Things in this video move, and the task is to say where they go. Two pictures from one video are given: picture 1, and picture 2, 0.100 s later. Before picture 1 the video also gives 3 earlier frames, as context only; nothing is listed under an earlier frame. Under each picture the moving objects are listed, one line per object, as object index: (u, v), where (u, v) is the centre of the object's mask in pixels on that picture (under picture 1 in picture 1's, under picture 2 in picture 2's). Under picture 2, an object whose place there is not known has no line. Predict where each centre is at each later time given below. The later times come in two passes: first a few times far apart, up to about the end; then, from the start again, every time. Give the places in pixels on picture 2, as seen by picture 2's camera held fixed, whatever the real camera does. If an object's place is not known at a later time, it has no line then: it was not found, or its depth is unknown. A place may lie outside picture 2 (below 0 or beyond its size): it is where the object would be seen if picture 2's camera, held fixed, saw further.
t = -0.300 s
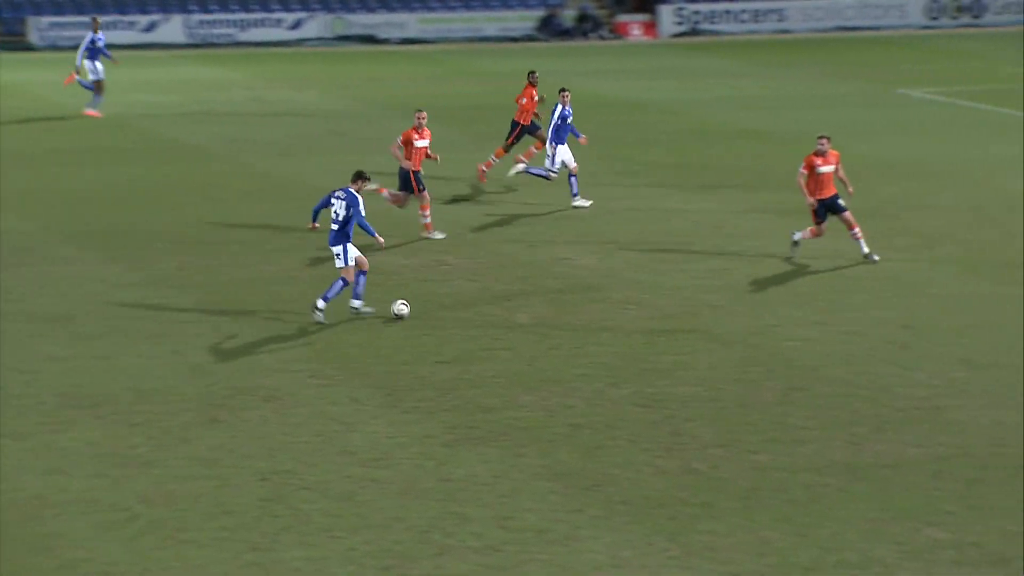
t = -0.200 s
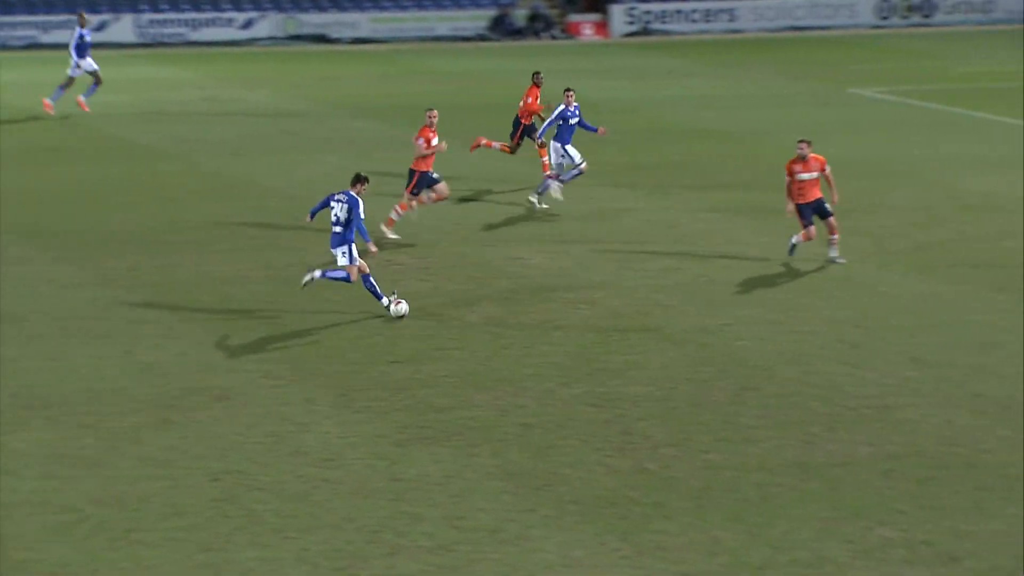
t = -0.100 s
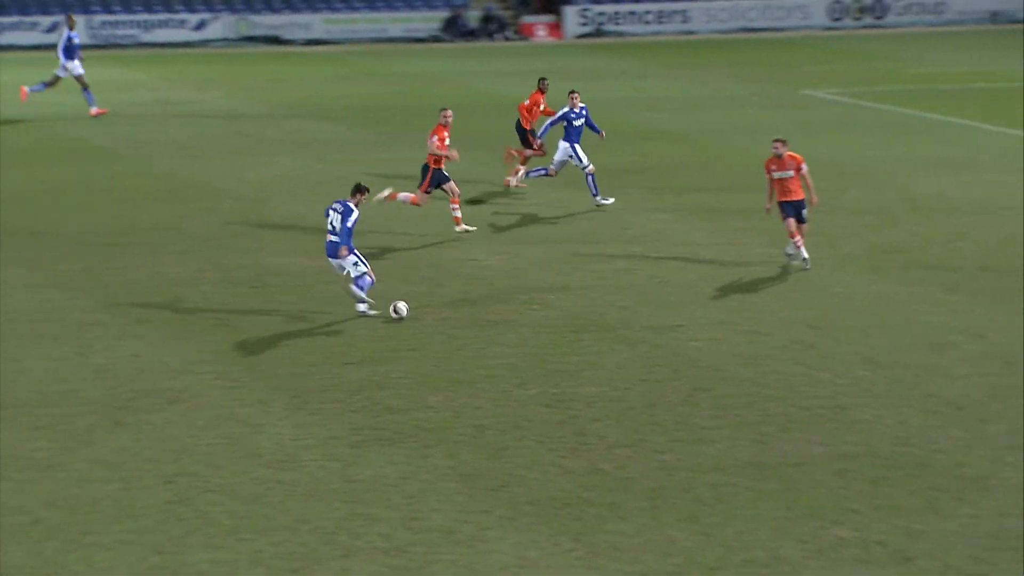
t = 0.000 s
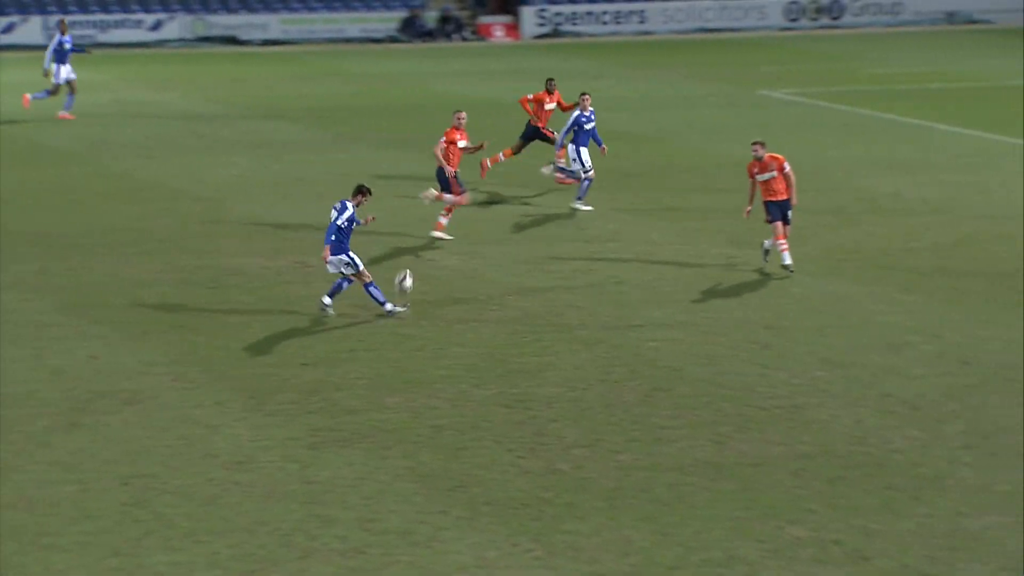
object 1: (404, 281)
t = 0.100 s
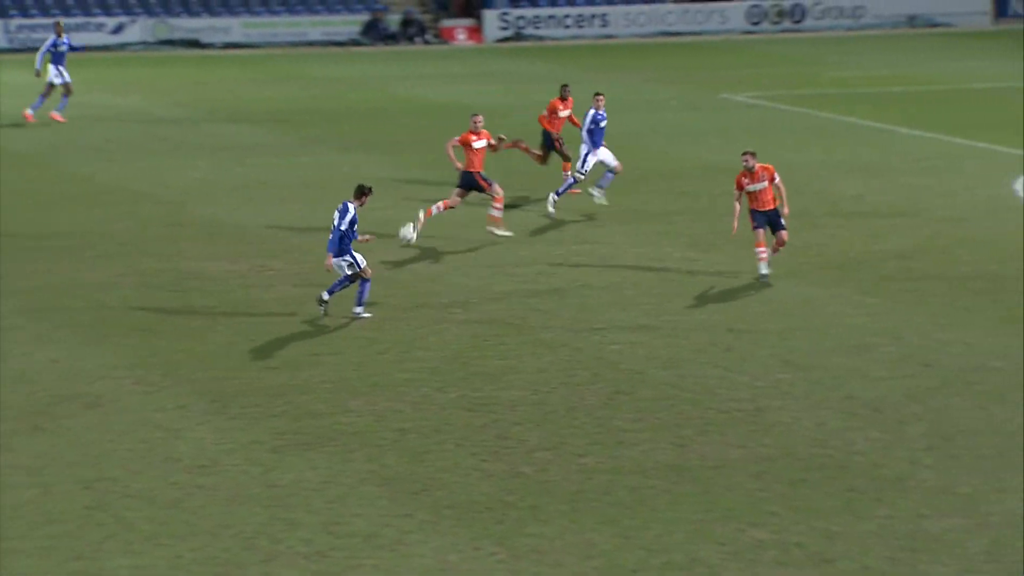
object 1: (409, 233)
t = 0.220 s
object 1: (448, 184)
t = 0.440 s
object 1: (504, 124)
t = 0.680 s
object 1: (542, 95)
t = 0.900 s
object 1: (560, 94)
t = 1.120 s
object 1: (565, 117)
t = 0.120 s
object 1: (415, 224)
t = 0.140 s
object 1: (422, 216)
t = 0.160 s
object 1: (429, 207)
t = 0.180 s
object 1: (436, 199)
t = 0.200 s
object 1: (442, 191)
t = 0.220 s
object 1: (448, 184)
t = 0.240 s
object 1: (454, 176)
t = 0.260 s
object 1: (460, 170)
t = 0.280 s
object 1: (465, 164)
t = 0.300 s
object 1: (470, 158)
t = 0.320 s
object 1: (476, 153)
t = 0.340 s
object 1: (481, 147)
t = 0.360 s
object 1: (486, 142)
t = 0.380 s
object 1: (491, 137)
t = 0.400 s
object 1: (495, 133)
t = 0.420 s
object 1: (499, 129)
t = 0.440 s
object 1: (504, 124)
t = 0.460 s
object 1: (508, 120)
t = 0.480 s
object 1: (512, 117)
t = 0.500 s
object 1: (516, 114)
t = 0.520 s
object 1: (519, 111)
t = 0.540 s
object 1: (523, 108)
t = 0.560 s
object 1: (526, 106)
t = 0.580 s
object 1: (529, 103)
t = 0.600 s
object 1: (532, 101)
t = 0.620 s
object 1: (535, 99)
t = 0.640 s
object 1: (537, 97)
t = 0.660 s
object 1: (540, 96)
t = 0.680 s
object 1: (542, 95)
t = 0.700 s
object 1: (545, 93)
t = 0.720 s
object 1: (547, 92)
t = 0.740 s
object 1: (549, 92)
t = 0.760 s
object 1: (550, 92)
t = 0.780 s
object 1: (552, 92)
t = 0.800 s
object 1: (554, 91)
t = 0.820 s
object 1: (555, 92)
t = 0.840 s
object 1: (556, 92)
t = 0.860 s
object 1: (558, 93)
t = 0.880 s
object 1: (559, 93)
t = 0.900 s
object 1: (560, 94)
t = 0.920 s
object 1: (561, 96)
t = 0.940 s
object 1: (562, 97)
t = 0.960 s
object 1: (562, 98)
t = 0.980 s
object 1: (563, 100)
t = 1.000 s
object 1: (564, 102)
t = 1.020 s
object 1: (565, 104)
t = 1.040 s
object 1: (565, 106)
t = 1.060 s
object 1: (564, 109)
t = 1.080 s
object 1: (565, 111)
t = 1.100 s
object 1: (565, 114)
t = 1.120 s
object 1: (565, 117)
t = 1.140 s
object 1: (566, 120)
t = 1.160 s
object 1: (565, 123)
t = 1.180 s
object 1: (565, 126)
